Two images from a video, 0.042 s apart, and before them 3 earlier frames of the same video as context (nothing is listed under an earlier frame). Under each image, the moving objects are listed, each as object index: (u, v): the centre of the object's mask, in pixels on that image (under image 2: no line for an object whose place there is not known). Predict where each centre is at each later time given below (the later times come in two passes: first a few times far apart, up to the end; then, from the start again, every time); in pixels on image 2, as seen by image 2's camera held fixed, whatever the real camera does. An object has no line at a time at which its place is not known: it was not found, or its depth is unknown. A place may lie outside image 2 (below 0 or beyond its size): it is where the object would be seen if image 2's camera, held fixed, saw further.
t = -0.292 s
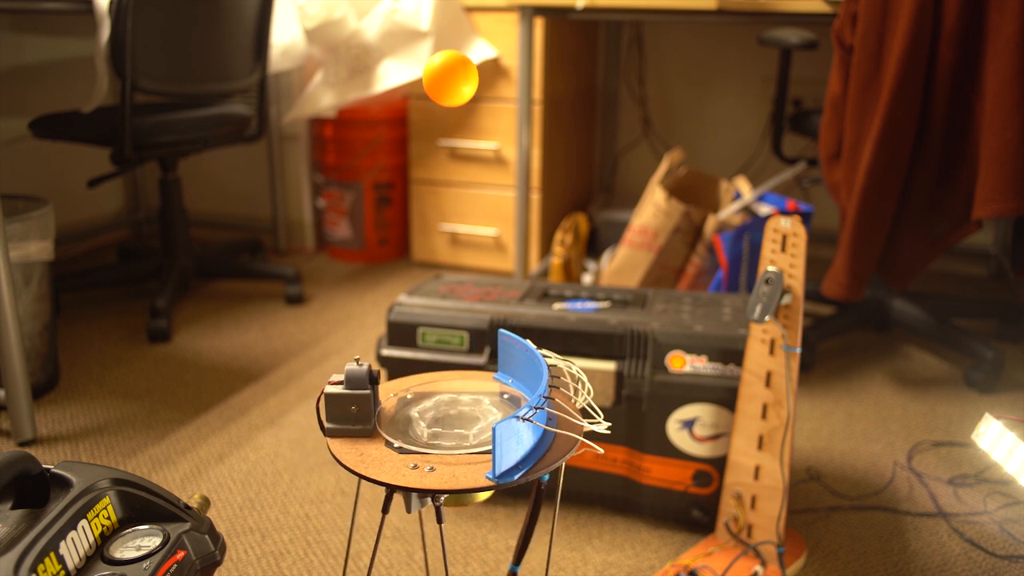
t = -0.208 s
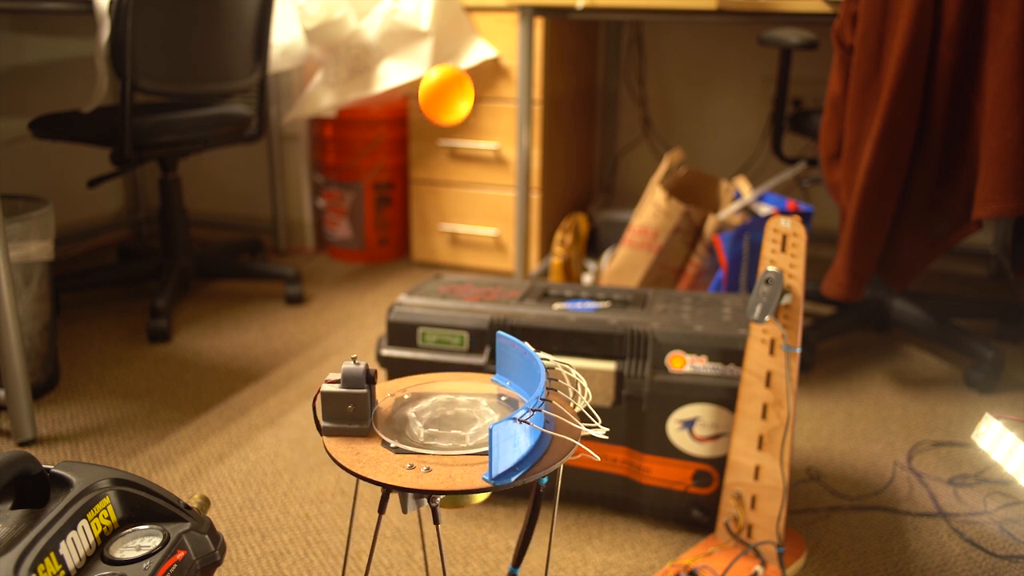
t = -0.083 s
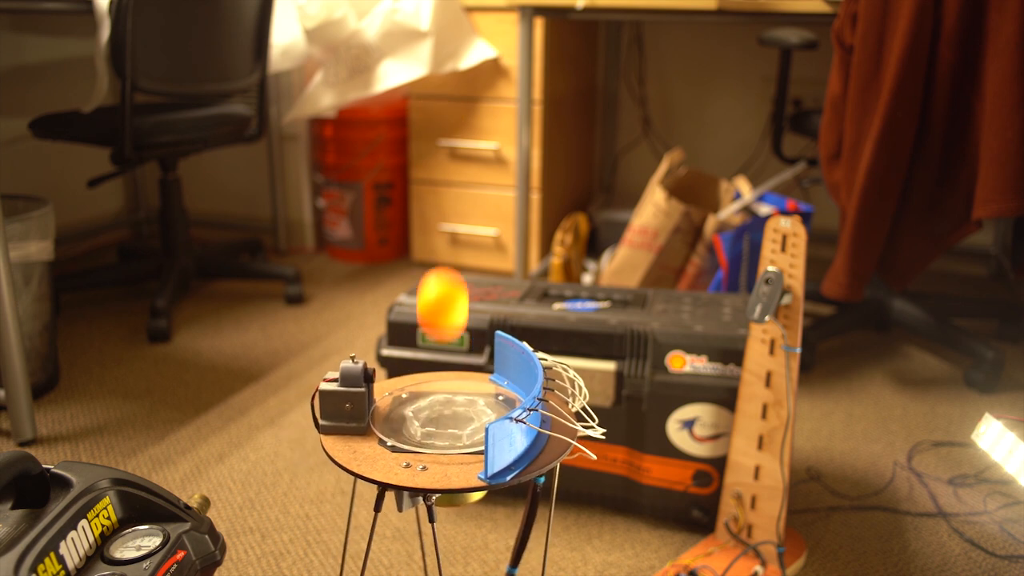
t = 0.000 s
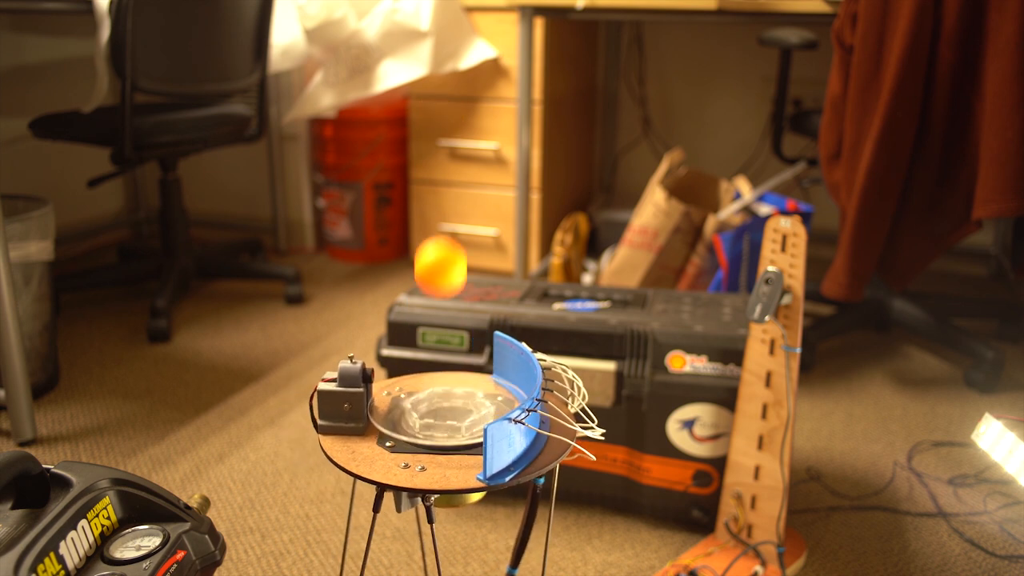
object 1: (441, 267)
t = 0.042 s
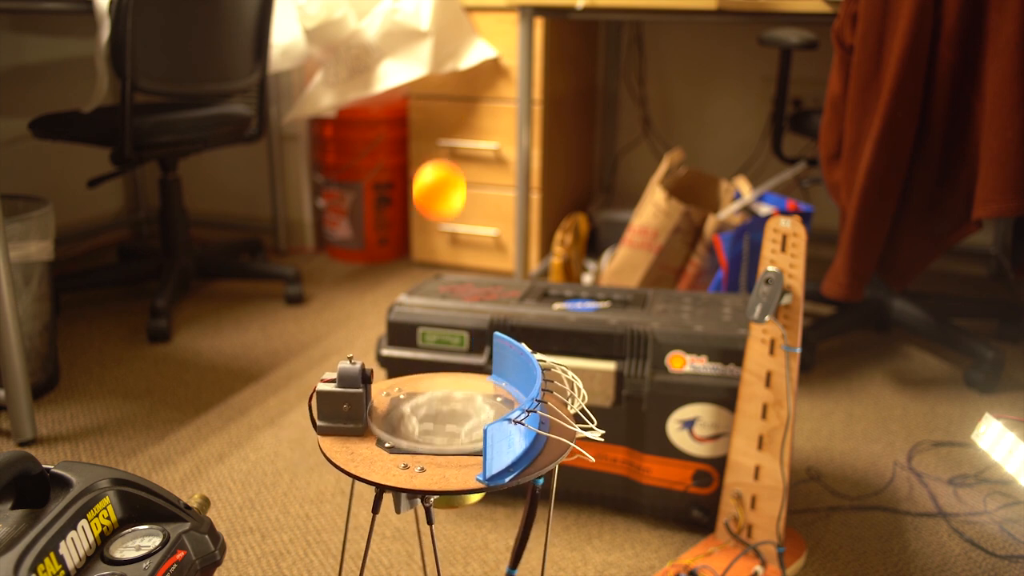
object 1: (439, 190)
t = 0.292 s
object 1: (443, 152)
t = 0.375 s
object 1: (446, 329)
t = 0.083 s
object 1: (439, 129)
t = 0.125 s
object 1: (439, 88)
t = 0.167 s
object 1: (440, 67)
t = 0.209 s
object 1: (440, 71)
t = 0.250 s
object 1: (442, 99)
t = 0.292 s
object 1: (443, 152)
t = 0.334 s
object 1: (444, 230)
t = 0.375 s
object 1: (446, 329)
